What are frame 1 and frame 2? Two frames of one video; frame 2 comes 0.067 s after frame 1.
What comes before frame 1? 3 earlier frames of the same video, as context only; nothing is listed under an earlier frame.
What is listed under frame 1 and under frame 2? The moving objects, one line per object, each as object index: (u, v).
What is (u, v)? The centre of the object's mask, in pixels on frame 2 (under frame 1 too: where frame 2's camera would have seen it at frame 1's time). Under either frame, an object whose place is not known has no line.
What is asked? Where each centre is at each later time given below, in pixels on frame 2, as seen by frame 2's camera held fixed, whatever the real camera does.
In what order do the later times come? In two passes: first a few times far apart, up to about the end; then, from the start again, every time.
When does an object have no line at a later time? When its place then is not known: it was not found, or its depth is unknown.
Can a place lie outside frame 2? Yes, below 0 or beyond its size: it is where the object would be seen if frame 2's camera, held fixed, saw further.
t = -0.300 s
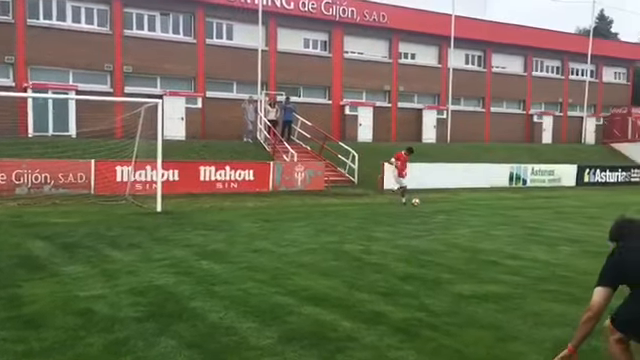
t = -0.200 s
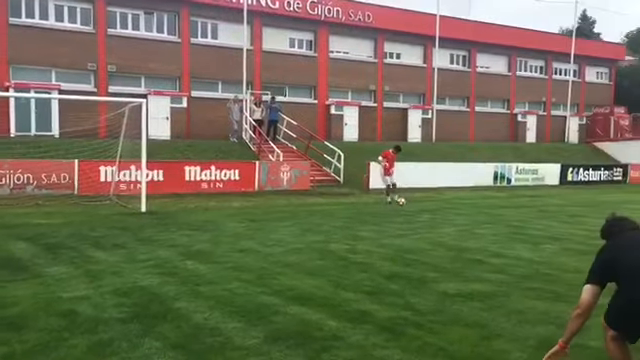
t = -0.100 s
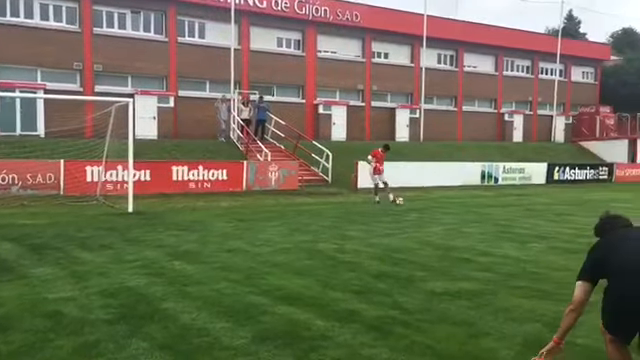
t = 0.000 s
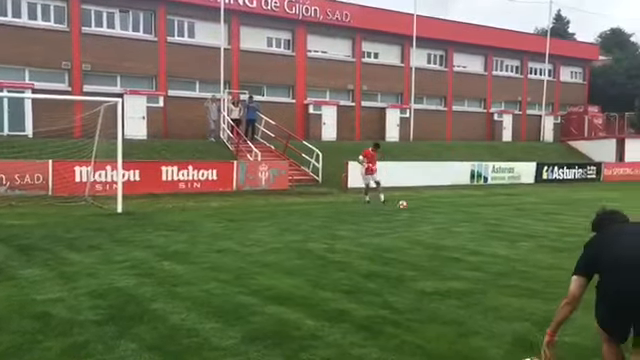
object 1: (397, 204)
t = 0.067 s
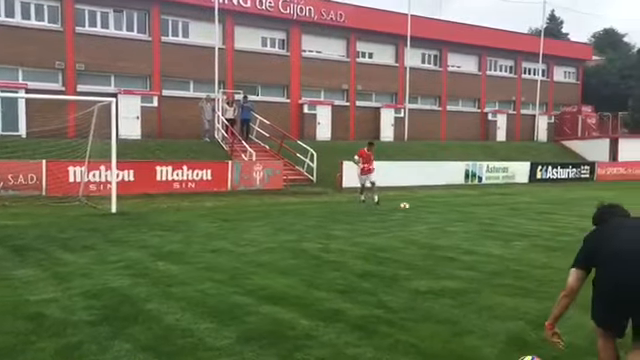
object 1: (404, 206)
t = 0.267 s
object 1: (427, 213)
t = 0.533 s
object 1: (456, 220)
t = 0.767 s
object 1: (480, 227)
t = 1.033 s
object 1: (504, 236)
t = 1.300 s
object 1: (530, 245)
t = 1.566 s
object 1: (556, 255)
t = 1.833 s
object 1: (583, 263)
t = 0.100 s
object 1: (408, 206)
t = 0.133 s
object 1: (411, 207)
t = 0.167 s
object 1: (415, 208)
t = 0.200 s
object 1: (419, 209)
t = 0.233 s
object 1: (423, 211)
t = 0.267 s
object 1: (427, 213)
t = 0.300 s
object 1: (431, 213)
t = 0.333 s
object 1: (434, 213)
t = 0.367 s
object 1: (438, 214)
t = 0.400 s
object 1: (442, 216)
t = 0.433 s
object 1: (446, 217)
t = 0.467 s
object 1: (449, 219)
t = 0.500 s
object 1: (453, 220)
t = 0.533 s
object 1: (456, 220)
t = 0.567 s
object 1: (459, 221)
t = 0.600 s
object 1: (463, 223)
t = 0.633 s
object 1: (467, 224)
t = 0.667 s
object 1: (470, 225)
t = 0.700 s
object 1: (473, 226)
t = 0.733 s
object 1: (476, 226)
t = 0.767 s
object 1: (480, 227)
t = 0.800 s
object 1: (483, 229)
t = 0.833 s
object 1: (485, 230)
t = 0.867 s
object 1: (488, 231)
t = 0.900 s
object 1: (492, 232)
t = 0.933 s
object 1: (494, 234)
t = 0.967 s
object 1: (497, 235)
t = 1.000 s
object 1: (500, 235)
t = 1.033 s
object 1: (504, 236)
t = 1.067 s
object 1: (507, 237)
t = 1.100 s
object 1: (511, 238)
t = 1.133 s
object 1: (514, 240)
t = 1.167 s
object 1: (517, 241)
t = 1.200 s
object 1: (520, 242)
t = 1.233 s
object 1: (524, 243)
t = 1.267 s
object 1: (526, 244)
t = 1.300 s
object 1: (530, 245)
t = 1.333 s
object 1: (532, 246)
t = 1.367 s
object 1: (536, 247)
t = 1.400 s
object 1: (539, 248)
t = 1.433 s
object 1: (543, 250)
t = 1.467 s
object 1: (546, 250)
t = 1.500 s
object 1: (549, 252)
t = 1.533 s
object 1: (553, 254)
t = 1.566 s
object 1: (556, 255)
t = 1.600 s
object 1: (560, 256)
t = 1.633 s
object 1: (563, 257)
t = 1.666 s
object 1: (567, 258)
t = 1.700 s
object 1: (570, 259)
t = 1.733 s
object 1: (574, 261)
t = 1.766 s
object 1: (578, 262)
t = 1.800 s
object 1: (581, 263)
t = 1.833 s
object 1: (583, 263)
